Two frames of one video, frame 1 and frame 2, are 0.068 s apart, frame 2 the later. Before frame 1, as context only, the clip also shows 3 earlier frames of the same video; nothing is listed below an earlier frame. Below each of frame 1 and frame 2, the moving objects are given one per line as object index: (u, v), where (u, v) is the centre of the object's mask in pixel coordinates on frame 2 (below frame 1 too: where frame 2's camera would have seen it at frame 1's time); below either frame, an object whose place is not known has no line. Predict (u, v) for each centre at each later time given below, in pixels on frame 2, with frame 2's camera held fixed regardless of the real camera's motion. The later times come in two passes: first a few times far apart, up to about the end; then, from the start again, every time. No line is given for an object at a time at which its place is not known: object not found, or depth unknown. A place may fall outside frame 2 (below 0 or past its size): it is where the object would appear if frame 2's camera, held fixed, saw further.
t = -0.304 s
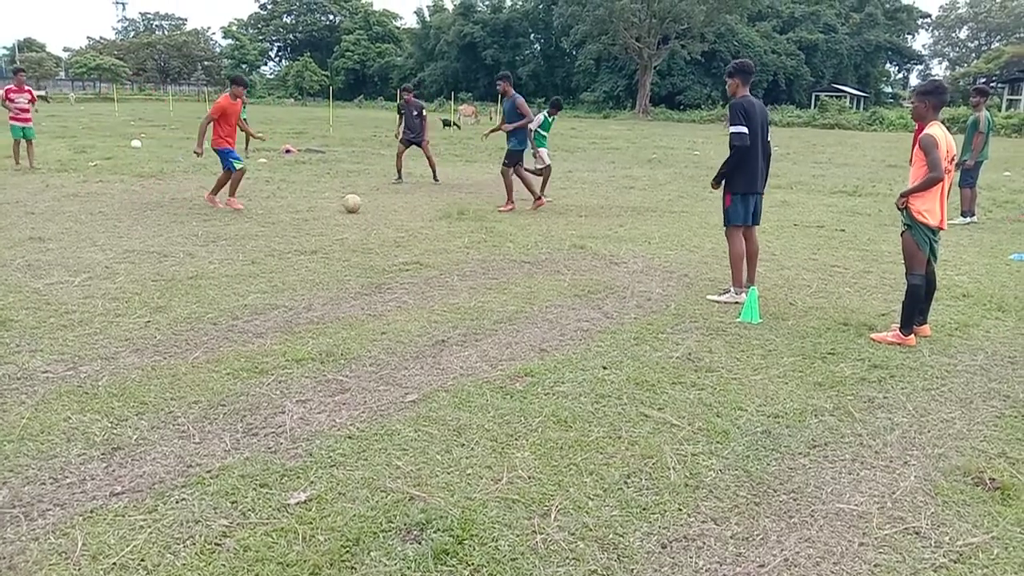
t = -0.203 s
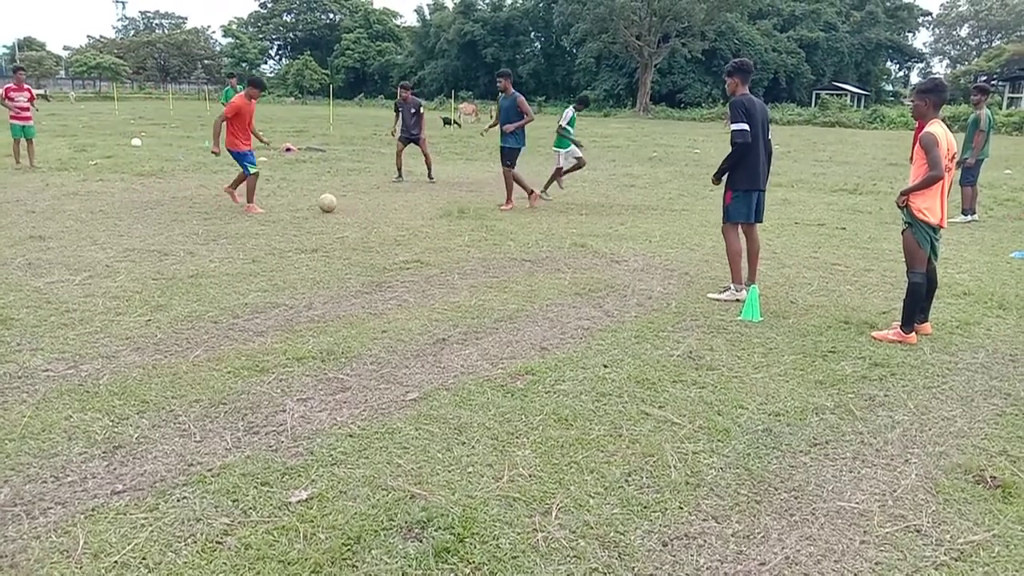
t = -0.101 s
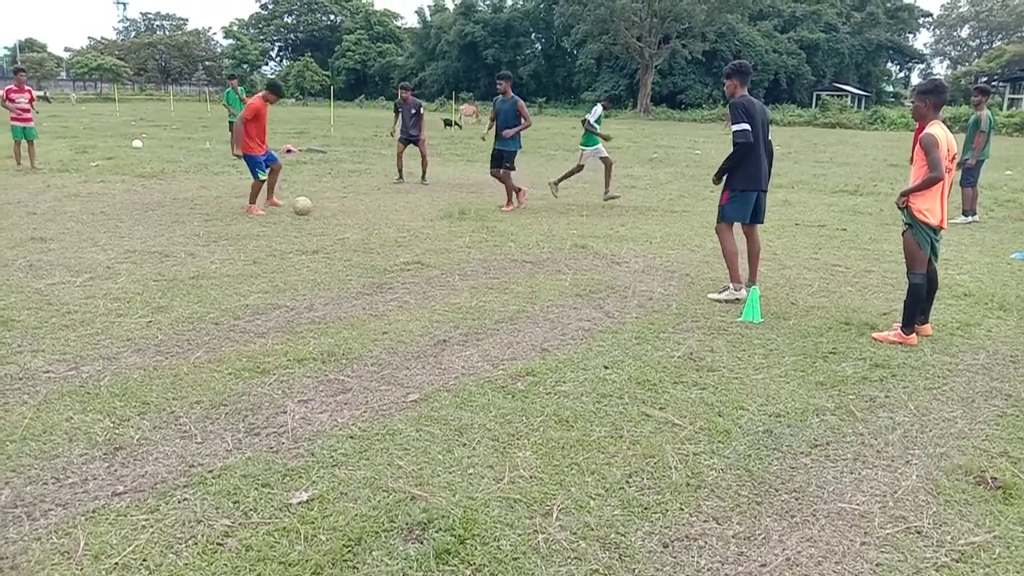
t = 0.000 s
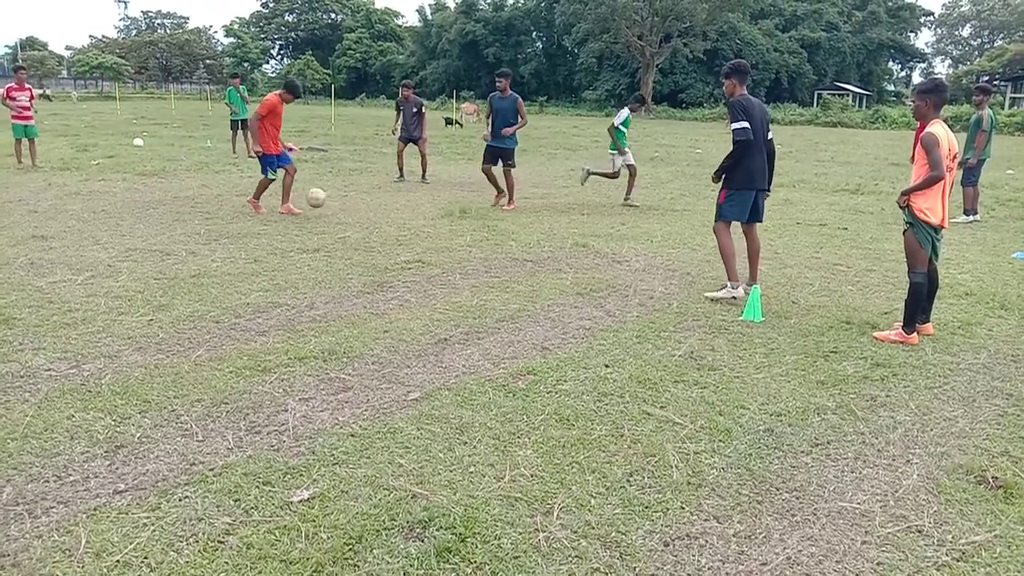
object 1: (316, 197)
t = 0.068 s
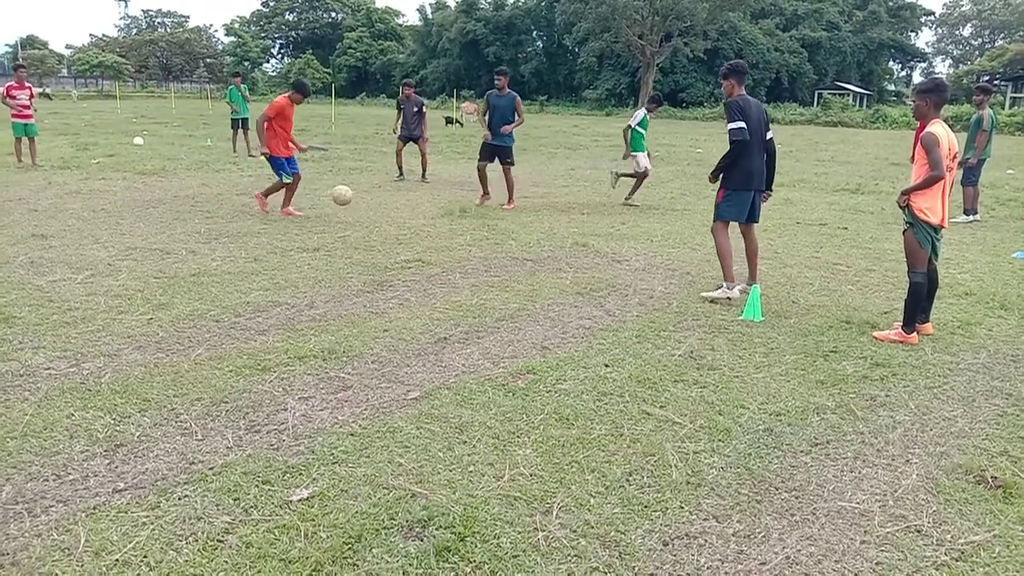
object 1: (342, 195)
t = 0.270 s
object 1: (435, 218)
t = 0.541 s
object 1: (548, 242)
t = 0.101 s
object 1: (356, 196)
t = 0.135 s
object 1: (370, 198)
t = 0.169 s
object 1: (385, 201)
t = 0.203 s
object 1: (401, 205)
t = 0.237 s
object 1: (417, 211)
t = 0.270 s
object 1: (435, 218)
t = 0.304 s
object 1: (452, 226)
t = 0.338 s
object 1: (471, 236)
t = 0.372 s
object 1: (489, 247)
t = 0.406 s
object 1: (501, 245)
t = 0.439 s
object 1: (513, 243)
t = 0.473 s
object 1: (524, 241)
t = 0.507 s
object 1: (536, 241)
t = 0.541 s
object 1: (548, 242)
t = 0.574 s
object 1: (561, 245)
